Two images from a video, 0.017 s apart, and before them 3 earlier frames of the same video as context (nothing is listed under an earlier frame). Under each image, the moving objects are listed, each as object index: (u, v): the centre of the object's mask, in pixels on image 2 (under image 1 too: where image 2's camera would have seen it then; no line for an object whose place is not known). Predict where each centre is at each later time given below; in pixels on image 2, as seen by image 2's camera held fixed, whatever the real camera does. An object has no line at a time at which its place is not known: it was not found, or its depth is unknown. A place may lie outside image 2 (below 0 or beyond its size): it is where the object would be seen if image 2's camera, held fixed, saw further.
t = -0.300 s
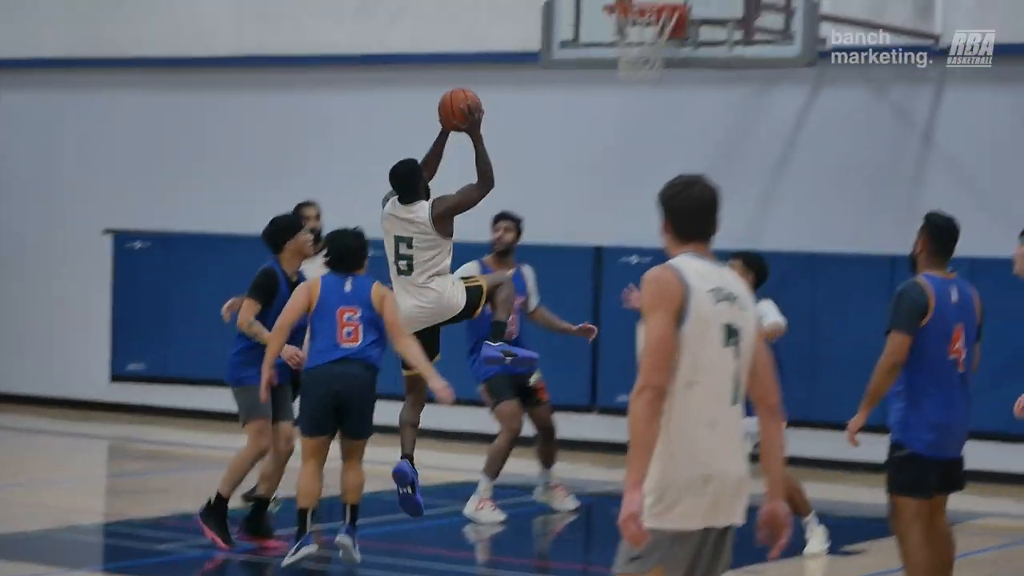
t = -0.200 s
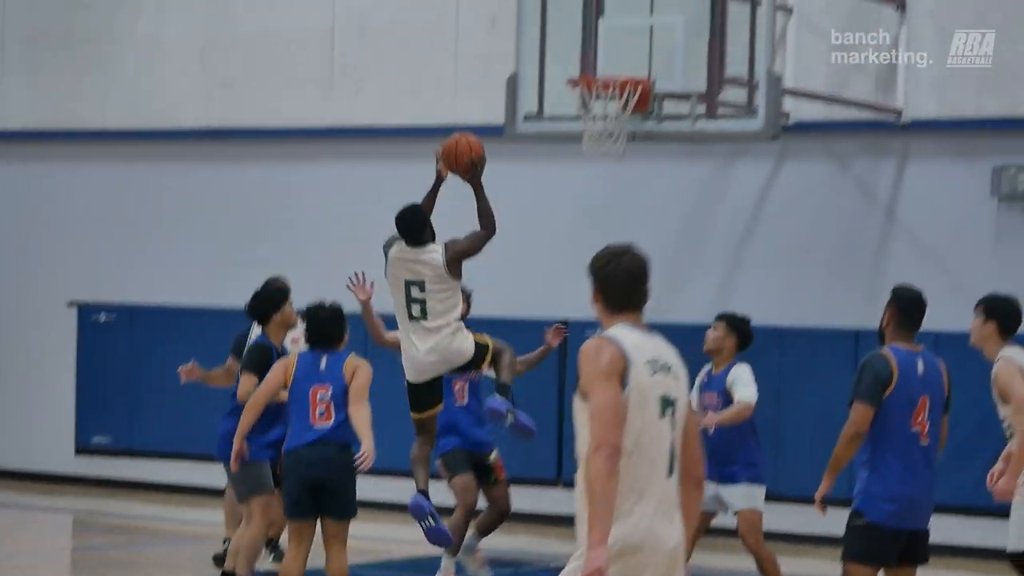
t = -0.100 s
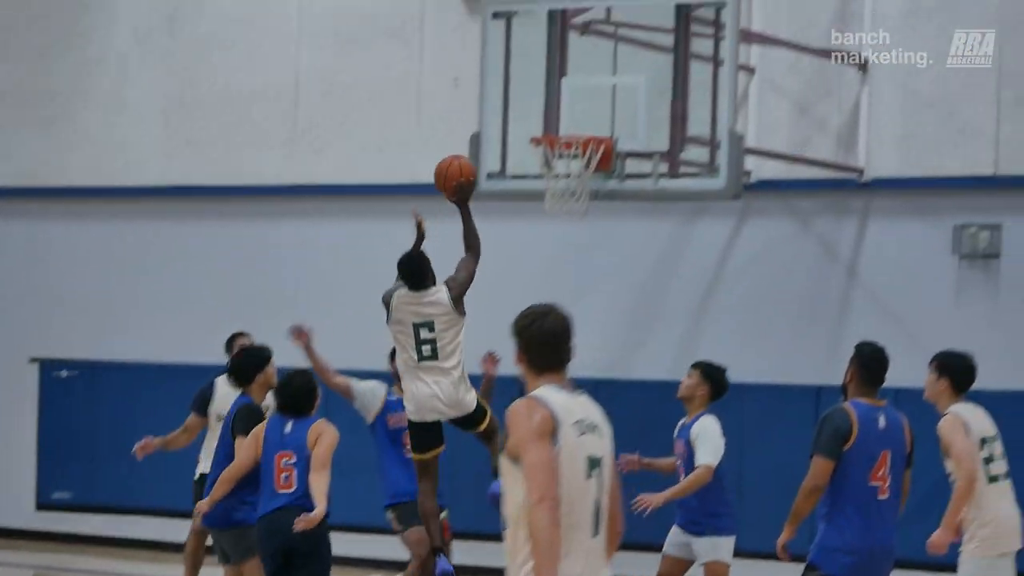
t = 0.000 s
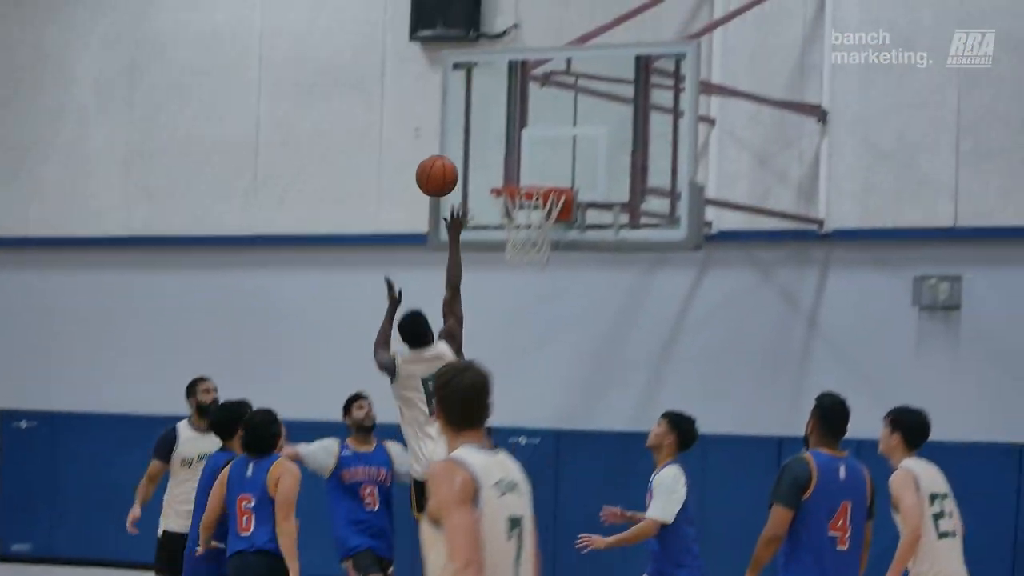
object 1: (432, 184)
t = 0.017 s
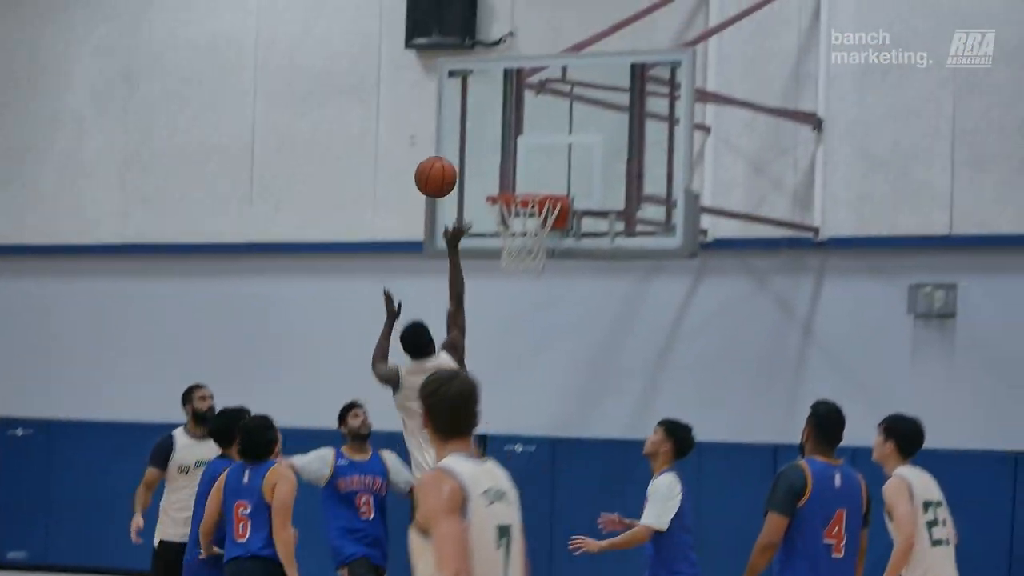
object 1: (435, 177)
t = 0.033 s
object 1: (439, 169)
